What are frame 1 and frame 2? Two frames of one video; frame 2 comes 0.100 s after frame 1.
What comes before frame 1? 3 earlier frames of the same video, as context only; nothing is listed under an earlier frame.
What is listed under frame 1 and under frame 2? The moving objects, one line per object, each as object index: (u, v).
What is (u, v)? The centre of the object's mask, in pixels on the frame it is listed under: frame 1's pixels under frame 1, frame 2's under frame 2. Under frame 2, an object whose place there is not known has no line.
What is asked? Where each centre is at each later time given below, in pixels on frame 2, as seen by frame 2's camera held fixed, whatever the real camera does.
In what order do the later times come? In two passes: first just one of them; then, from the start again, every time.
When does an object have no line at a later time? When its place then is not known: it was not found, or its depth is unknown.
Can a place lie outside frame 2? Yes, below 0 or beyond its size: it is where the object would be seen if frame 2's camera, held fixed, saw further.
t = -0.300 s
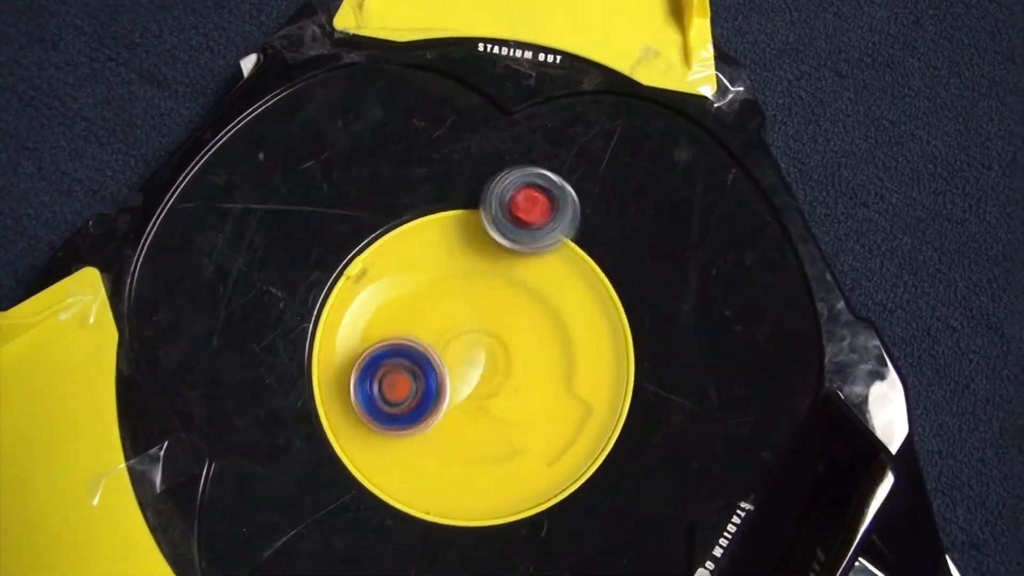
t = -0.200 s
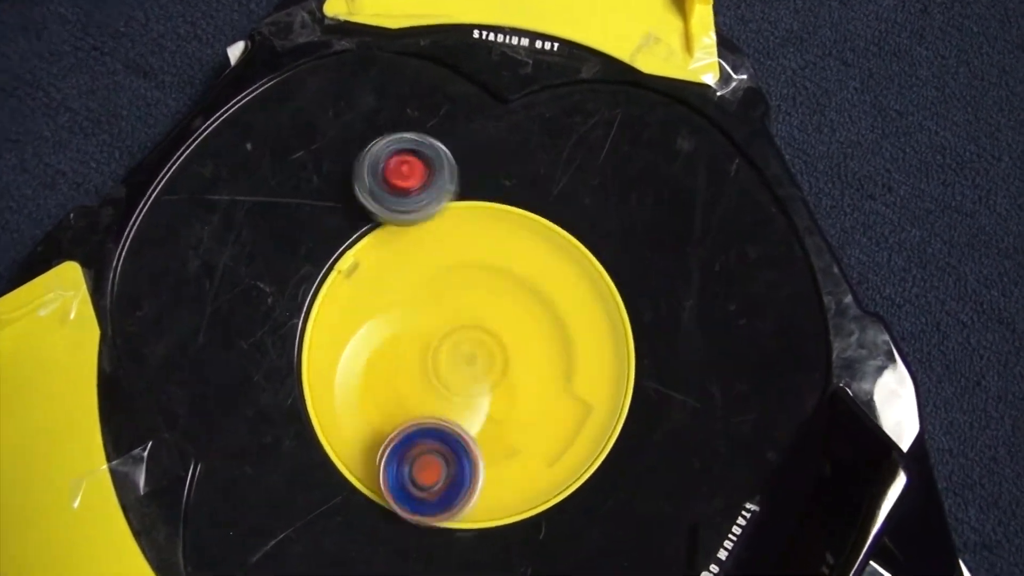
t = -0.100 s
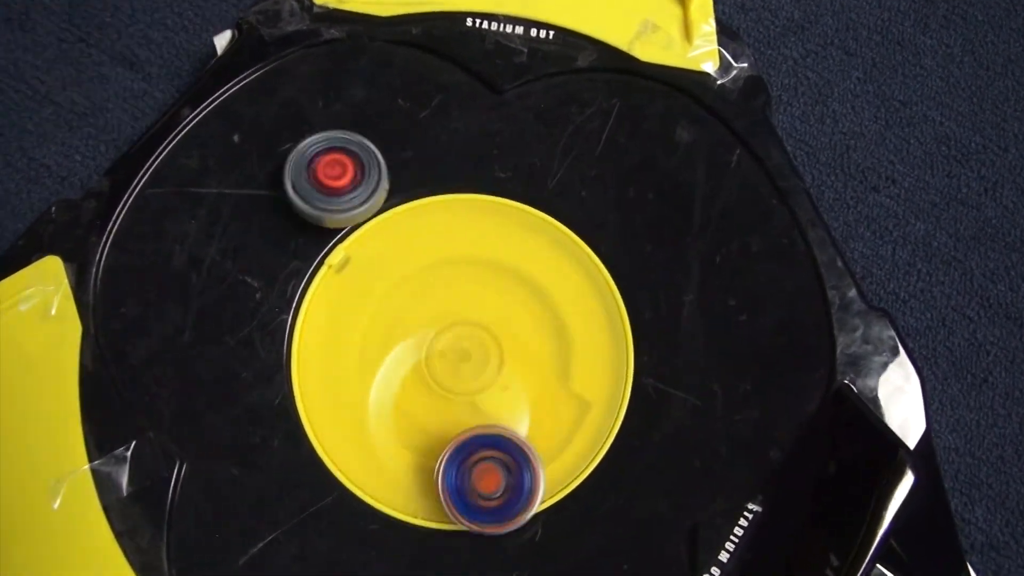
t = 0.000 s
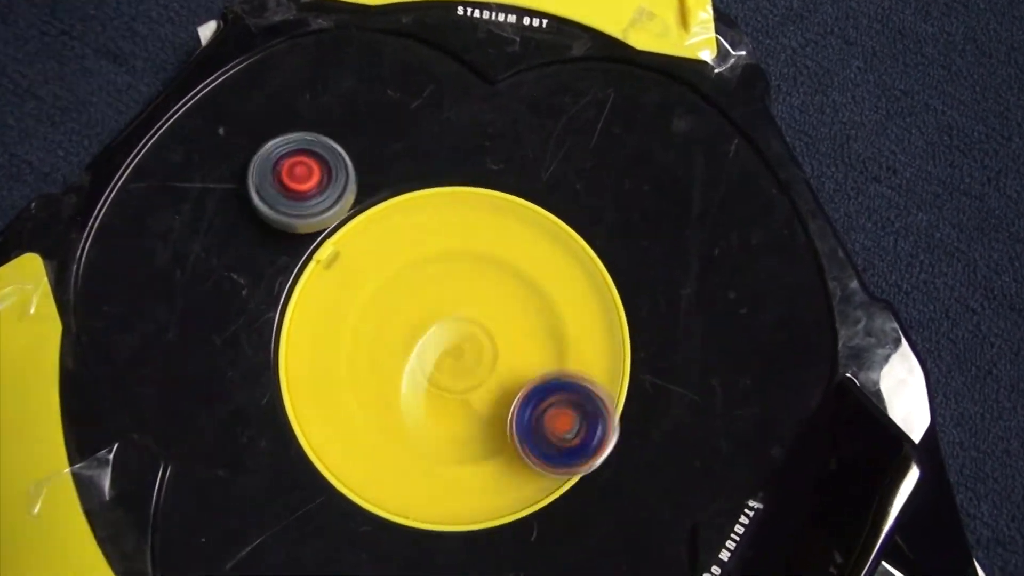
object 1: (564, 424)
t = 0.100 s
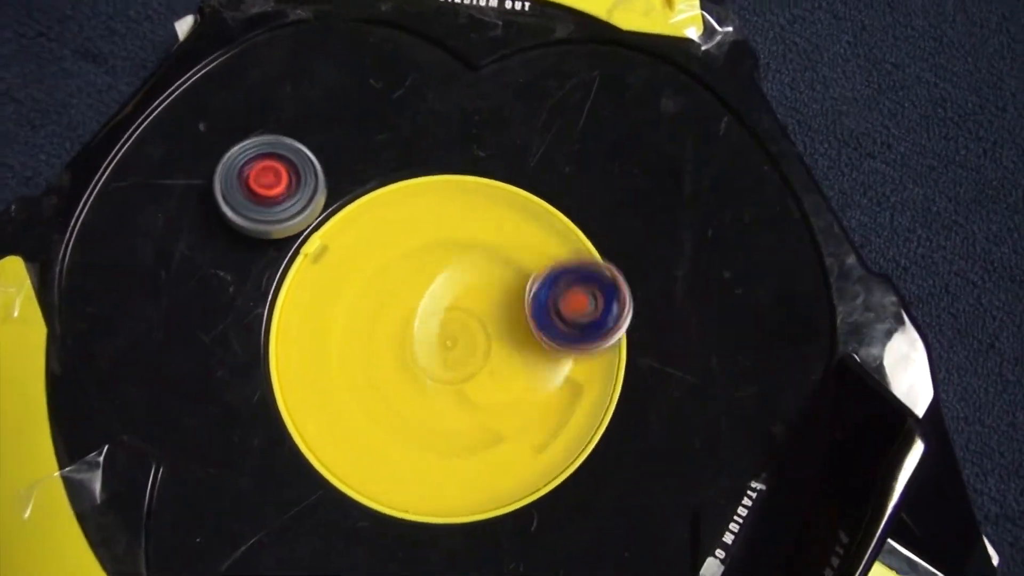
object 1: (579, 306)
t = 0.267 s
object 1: (447, 195)
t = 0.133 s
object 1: (561, 273)
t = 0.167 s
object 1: (537, 247)
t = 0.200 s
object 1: (513, 222)
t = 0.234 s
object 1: (482, 204)
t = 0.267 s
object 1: (447, 195)
